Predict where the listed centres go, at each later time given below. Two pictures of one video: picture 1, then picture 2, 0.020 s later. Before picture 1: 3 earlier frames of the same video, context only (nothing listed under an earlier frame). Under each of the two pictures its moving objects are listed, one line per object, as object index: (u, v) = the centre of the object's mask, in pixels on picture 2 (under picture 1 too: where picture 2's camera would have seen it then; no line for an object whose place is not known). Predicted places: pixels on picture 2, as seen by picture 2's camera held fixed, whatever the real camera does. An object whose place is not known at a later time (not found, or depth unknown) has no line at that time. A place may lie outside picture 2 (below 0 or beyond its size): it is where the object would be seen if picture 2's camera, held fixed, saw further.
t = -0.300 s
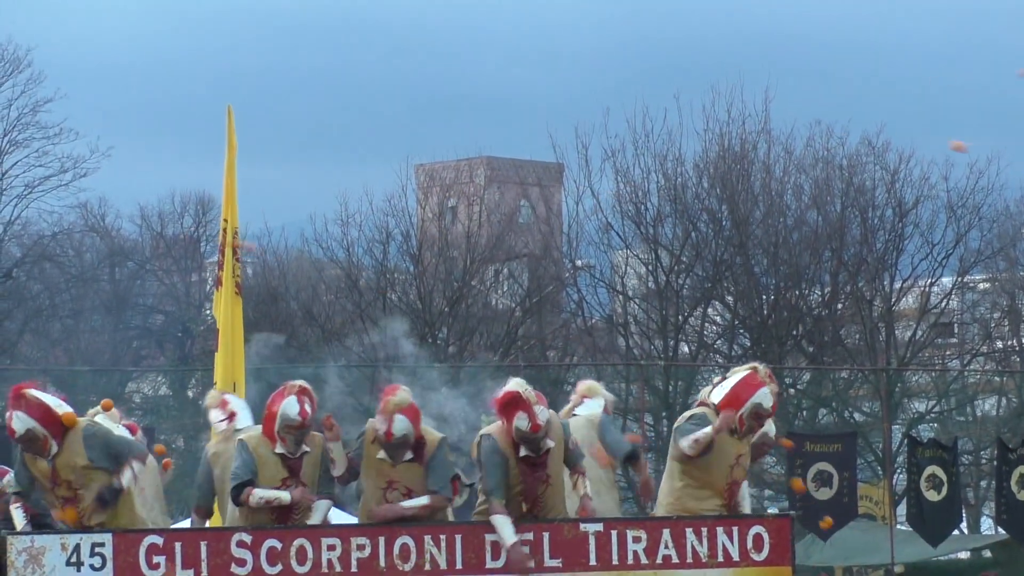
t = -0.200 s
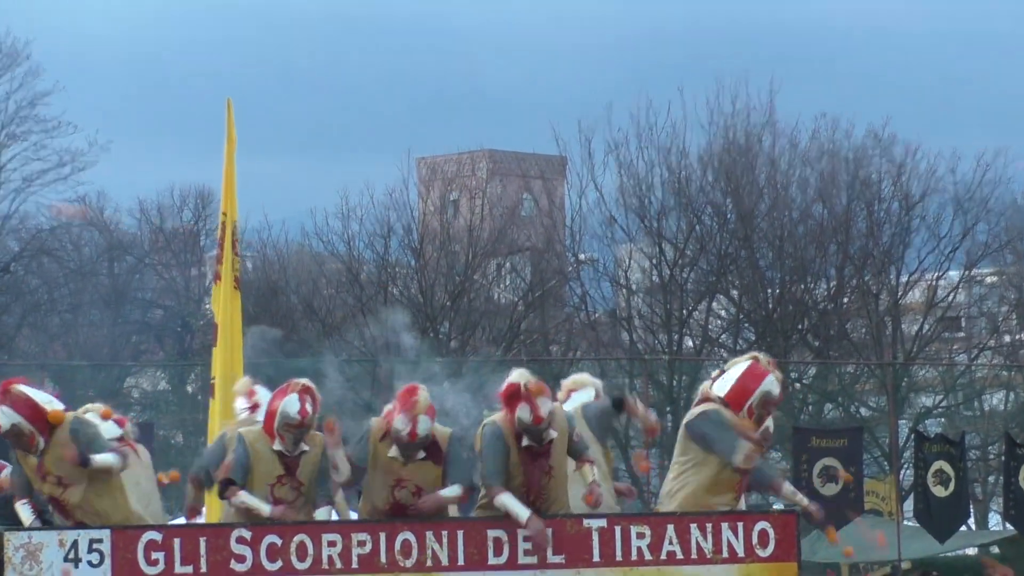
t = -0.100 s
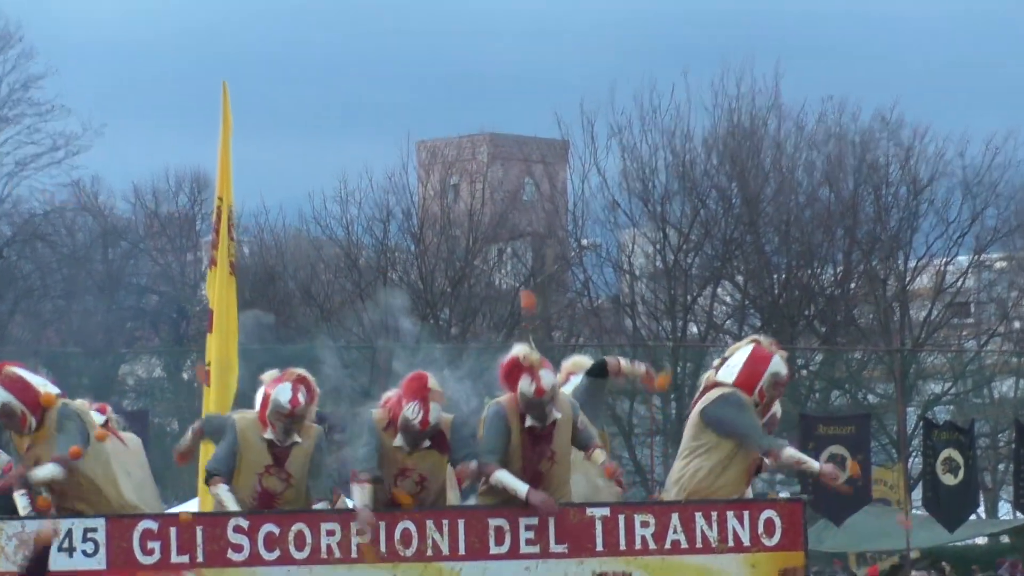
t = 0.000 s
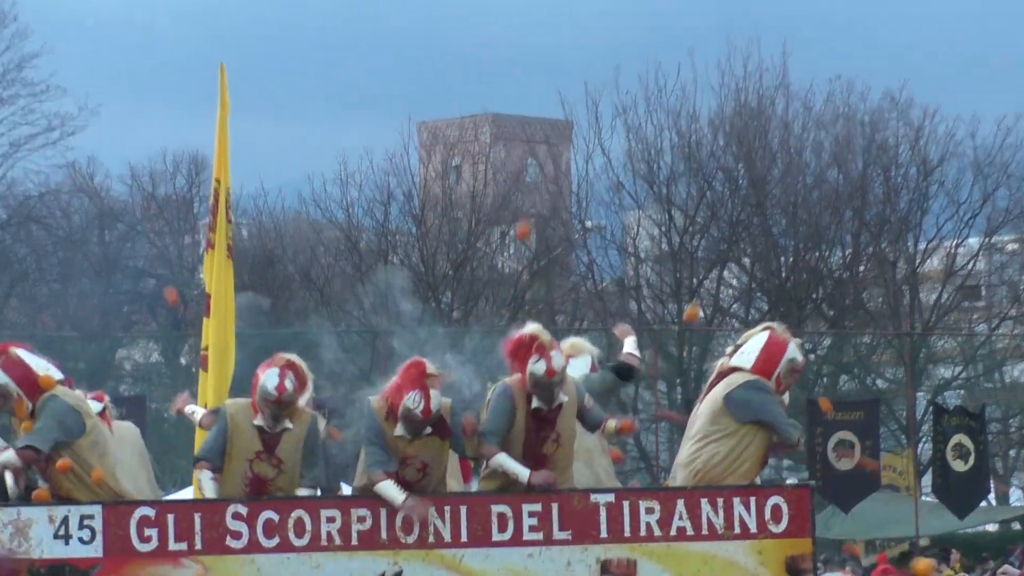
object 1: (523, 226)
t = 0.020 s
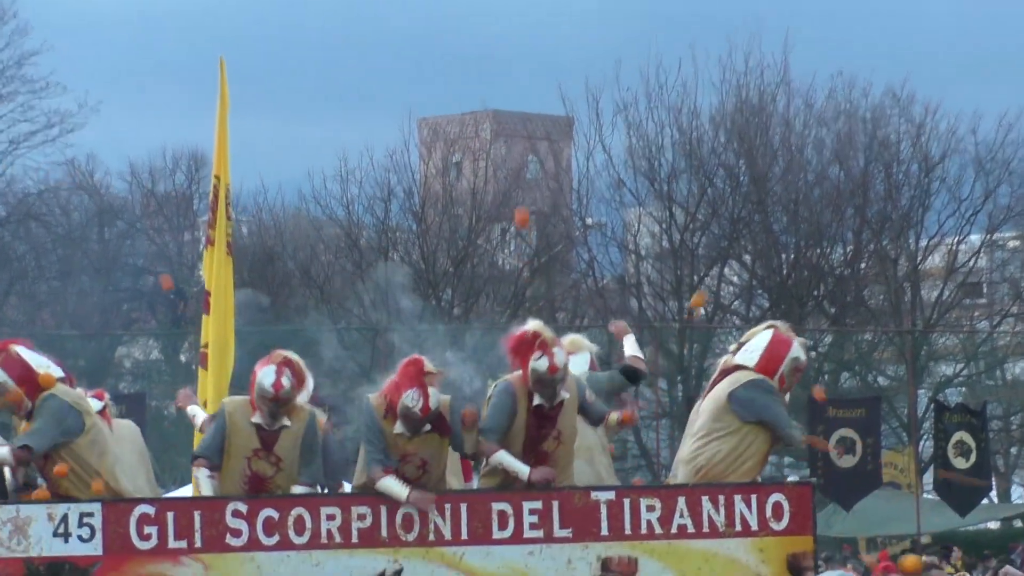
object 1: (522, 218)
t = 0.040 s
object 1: (521, 209)
